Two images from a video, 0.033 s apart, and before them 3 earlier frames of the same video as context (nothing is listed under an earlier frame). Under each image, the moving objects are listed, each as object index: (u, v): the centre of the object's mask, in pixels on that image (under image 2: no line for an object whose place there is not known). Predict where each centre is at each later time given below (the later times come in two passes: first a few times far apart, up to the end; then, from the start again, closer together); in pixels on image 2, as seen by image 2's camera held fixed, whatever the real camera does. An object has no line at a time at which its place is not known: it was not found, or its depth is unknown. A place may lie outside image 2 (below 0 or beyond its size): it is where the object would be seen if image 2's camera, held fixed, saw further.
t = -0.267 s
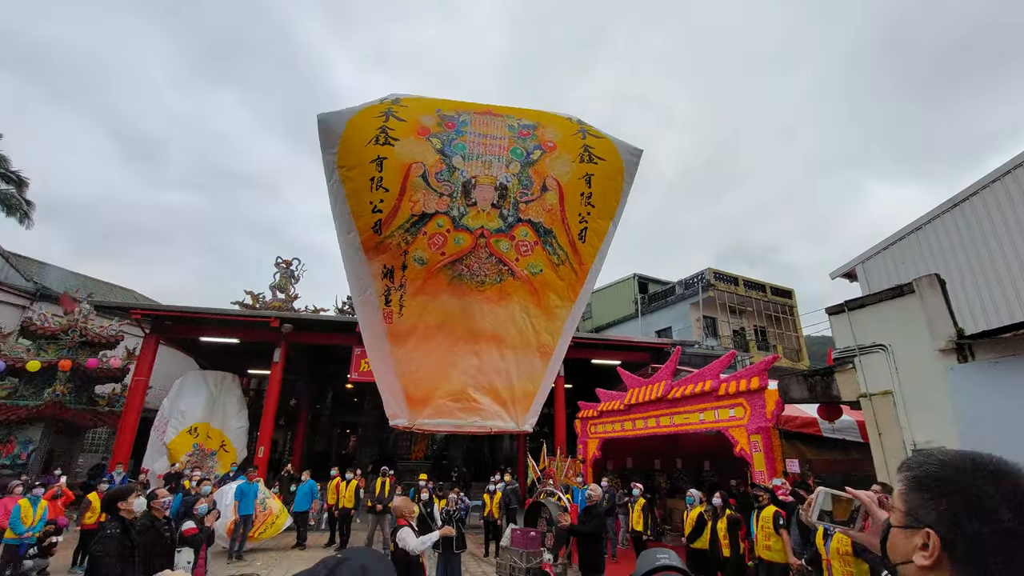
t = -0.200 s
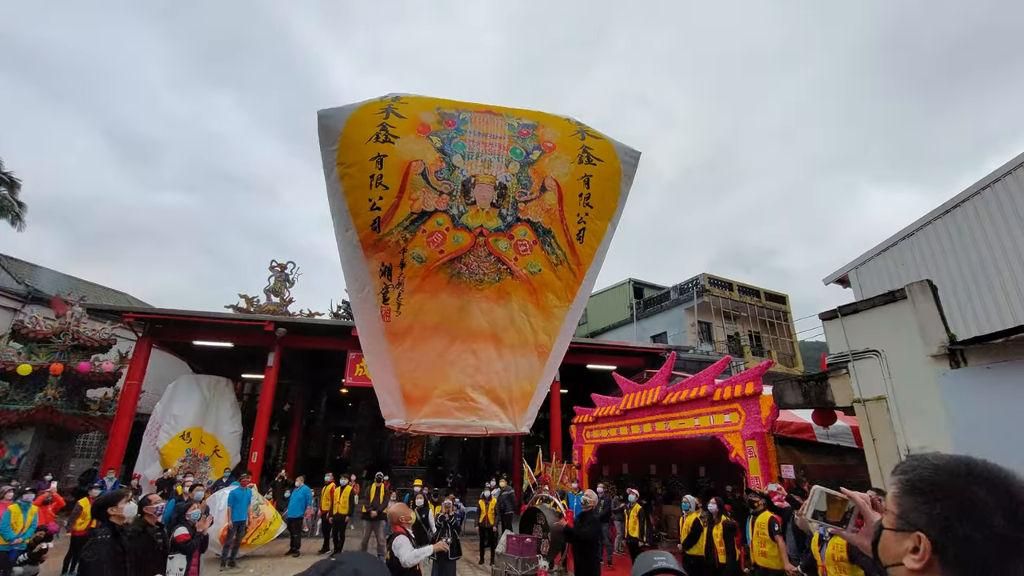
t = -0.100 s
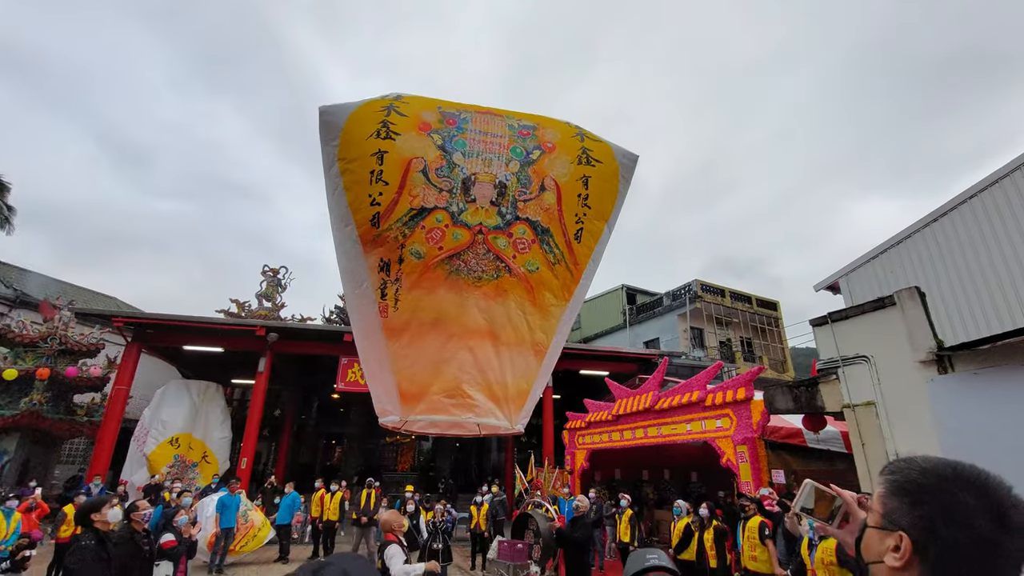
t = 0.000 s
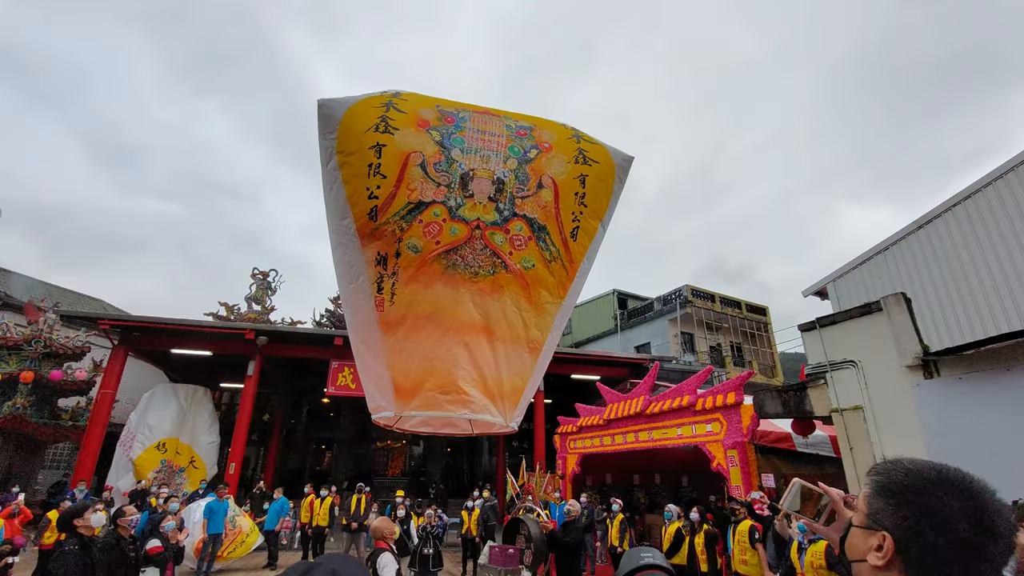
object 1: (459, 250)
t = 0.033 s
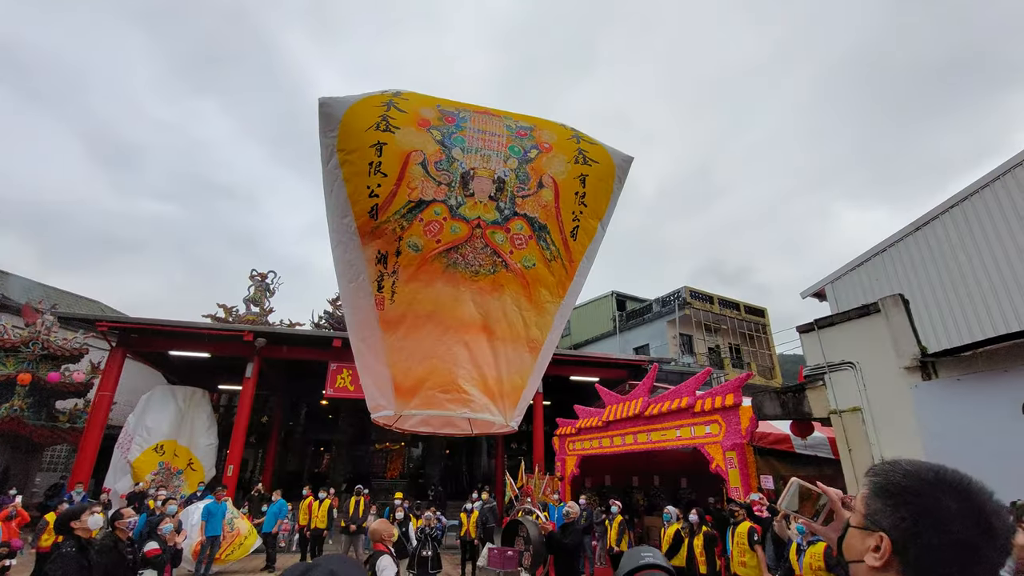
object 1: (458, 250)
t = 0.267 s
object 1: (466, 236)
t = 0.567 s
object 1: (476, 216)
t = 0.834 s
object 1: (482, 197)
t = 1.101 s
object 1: (488, 177)
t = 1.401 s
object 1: (497, 157)
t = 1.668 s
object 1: (504, 140)
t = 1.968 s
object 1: (511, 124)
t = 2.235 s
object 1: (519, 110)
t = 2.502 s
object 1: (524, 96)
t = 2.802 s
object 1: (530, 79)
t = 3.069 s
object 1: (535, 56)
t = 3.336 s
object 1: (541, 31)
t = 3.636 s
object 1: (547, 16)
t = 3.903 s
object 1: (552, 2)
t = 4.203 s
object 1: (559, -26)
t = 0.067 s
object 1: (459, 250)
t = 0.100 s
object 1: (460, 247)
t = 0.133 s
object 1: (461, 246)
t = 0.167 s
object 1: (462, 243)
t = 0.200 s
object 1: (464, 241)
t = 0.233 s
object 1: (465, 238)
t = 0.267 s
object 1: (466, 236)
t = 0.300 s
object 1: (467, 234)
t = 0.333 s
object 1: (469, 231)
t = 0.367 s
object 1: (470, 229)
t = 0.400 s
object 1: (471, 227)
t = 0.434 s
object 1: (472, 226)
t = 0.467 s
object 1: (473, 223)
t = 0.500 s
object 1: (474, 221)
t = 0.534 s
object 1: (475, 219)
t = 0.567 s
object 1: (476, 216)
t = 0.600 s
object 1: (477, 214)
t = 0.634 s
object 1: (478, 212)
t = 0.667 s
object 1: (479, 209)
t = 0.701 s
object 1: (479, 207)
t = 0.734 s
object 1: (480, 204)
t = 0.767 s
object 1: (481, 202)
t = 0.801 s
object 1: (482, 199)
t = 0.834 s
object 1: (482, 197)
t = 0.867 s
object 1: (483, 194)
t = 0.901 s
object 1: (484, 192)
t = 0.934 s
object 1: (485, 189)
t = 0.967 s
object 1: (485, 187)
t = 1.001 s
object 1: (485, 184)
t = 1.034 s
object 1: (486, 182)
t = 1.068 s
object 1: (487, 179)
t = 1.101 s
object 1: (488, 177)
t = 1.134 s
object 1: (489, 174)
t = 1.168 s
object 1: (490, 172)
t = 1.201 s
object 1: (491, 170)
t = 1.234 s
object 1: (492, 168)
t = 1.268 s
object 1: (493, 165)
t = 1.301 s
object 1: (494, 163)
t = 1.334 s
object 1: (495, 161)
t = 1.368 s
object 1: (496, 159)
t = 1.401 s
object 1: (497, 157)
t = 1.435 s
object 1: (497, 155)
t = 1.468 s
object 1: (498, 153)
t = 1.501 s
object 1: (499, 150)
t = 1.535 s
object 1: (500, 148)
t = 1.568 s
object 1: (501, 146)
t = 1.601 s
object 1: (502, 144)
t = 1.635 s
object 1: (503, 142)
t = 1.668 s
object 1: (504, 140)
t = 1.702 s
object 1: (504, 139)
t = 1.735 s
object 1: (505, 137)
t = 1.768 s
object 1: (506, 135)
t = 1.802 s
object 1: (507, 133)
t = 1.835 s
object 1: (508, 131)
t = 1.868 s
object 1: (509, 129)
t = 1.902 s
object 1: (510, 128)
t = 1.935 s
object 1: (511, 126)
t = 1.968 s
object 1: (511, 124)
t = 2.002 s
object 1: (512, 122)
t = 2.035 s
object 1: (514, 121)
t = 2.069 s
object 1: (515, 119)
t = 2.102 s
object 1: (516, 117)
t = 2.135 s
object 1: (517, 115)
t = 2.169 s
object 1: (518, 113)
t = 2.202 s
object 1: (518, 112)
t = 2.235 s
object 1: (519, 110)
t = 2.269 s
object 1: (520, 108)
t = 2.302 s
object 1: (521, 107)
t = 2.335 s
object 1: (522, 105)
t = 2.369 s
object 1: (522, 103)
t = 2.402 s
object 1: (523, 101)
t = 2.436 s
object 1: (523, 99)
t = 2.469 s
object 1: (524, 98)
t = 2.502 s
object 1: (524, 96)
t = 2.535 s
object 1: (525, 94)
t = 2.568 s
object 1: (525, 92)
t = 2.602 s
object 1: (526, 90)
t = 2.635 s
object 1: (526, 88)
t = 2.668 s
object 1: (527, 87)
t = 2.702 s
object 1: (528, 85)
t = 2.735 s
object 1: (529, 83)
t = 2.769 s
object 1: (529, 81)
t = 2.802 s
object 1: (530, 79)
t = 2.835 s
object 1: (530, 77)
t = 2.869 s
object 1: (531, 74)
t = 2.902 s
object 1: (532, 72)
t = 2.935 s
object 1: (532, 69)
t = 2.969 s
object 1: (533, 66)
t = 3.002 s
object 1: (534, 63)
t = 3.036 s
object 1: (535, 60)
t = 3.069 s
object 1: (535, 56)
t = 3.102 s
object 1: (536, 53)
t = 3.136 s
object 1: (536, 50)
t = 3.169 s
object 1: (537, 46)
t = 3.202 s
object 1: (537, 43)
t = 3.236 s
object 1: (538, 40)
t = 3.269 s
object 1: (539, 37)
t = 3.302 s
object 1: (540, 34)
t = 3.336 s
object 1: (541, 31)
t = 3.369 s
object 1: (541, 30)
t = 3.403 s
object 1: (542, 28)
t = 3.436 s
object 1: (543, 26)
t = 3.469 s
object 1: (544, 24)
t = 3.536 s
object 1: (545, 21)
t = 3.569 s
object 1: (546, 20)
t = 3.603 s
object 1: (546, 18)
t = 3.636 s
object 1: (547, 16)
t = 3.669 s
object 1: (548, 15)
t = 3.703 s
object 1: (548, 13)
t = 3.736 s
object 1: (549, 12)
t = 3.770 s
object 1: (550, 10)
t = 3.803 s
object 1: (551, 8)
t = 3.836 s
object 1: (551, 6)
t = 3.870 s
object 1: (552, 4)
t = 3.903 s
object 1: (552, 2)
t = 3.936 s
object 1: (553, 0)
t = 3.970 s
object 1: (554, -3)
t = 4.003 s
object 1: (555, -6)
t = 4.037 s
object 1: (556, -9)
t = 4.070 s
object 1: (556, -12)
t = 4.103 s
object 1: (557, -16)
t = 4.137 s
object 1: (557, -20)
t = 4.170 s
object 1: (558, -23)
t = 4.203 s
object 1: (559, -26)
